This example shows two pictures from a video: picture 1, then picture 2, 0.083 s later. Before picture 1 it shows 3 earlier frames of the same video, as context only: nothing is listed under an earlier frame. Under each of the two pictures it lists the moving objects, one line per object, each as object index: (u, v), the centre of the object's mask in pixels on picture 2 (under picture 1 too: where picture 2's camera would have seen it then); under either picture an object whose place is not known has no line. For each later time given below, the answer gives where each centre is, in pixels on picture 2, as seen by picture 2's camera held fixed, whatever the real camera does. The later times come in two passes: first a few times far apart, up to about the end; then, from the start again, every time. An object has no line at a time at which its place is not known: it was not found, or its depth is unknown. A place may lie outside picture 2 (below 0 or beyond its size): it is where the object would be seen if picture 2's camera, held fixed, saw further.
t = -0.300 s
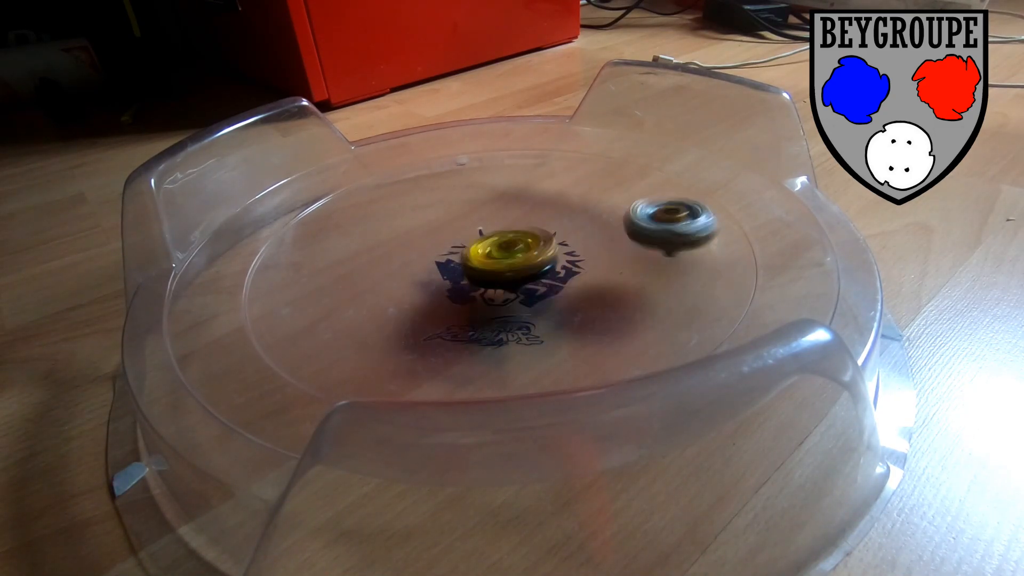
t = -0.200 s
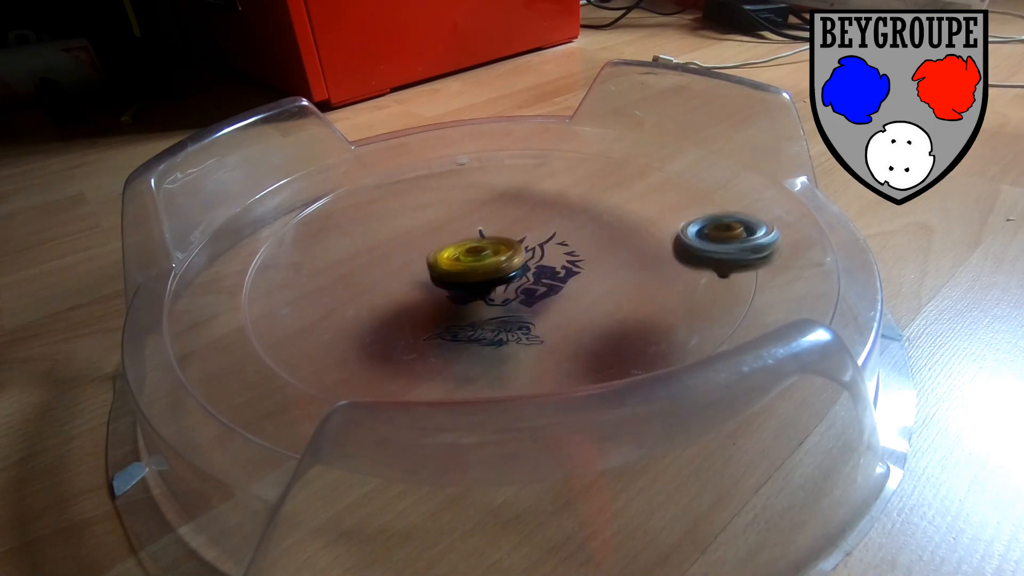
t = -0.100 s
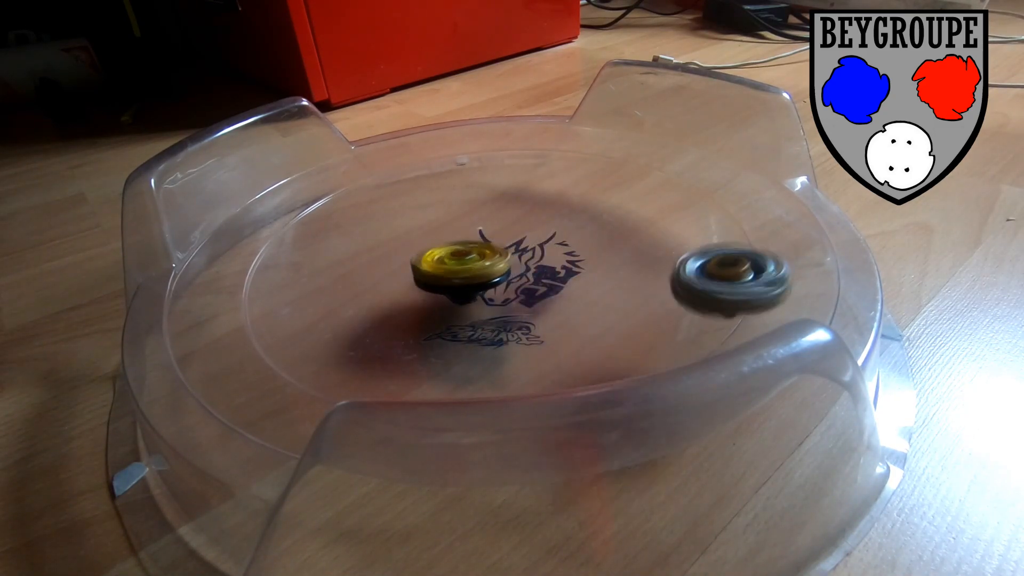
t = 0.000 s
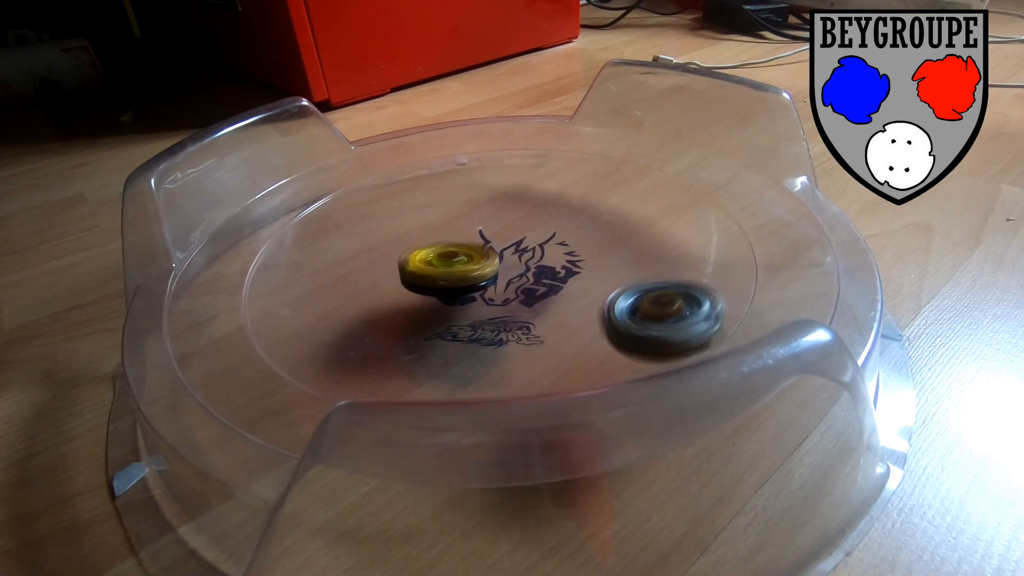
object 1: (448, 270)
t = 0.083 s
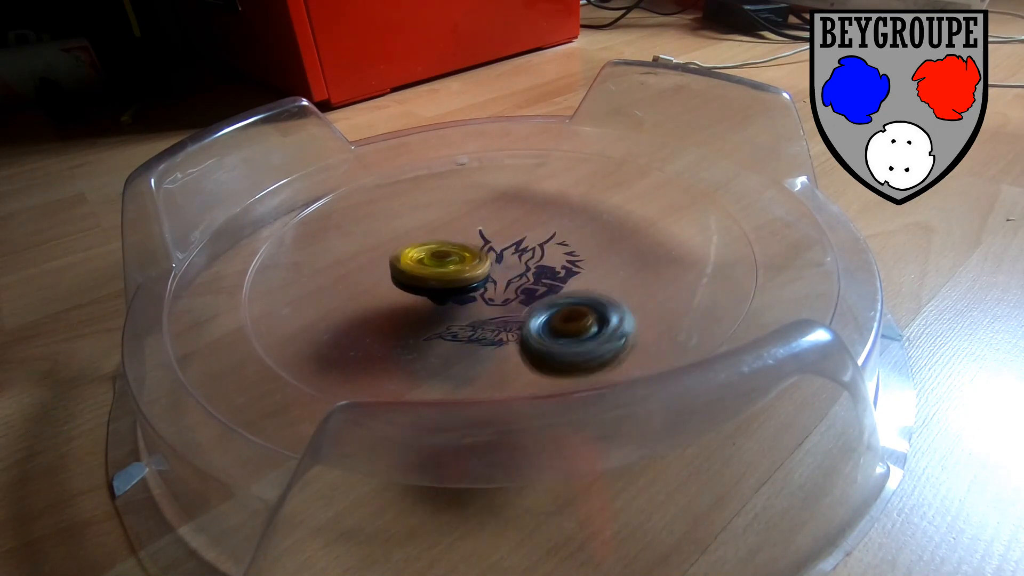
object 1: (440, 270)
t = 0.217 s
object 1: (425, 262)
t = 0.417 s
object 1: (419, 226)
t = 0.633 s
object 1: (446, 180)
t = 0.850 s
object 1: (502, 113)
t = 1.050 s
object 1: (541, 112)
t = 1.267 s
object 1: (561, 131)
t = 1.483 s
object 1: (571, 207)
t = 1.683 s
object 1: (563, 243)
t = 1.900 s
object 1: (522, 257)
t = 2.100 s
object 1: (462, 249)
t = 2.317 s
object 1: (406, 225)
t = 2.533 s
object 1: (414, 172)
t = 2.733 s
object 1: (423, 174)
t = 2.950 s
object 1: (461, 199)
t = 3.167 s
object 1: (546, 227)
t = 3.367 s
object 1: (558, 240)
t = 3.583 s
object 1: (536, 255)
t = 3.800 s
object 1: (480, 267)
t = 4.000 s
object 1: (441, 262)
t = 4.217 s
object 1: (436, 250)
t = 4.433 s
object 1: (438, 260)
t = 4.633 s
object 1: (463, 266)
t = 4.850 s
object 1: (484, 279)
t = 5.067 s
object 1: (493, 293)
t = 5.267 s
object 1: (493, 292)
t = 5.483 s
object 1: (483, 301)
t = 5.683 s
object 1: (495, 292)
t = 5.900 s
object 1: (530, 278)
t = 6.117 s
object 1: (559, 271)
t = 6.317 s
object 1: (571, 266)
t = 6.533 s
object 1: (570, 260)
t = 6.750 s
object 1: (566, 251)
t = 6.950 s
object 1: (567, 240)
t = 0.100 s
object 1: (438, 270)
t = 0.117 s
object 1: (437, 269)
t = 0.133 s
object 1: (435, 269)
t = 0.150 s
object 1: (434, 268)
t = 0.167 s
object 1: (433, 268)
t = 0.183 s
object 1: (430, 266)
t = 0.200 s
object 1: (429, 265)
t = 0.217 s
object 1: (425, 262)
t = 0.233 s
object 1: (427, 257)
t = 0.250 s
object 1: (425, 253)
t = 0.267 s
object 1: (424, 247)
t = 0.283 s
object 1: (423, 242)
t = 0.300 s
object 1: (423, 238)
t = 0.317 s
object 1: (423, 236)
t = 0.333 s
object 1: (422, 233)
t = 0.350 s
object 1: (422, 232)
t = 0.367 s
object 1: (421, 230)
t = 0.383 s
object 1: (420, 228)
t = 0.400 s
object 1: (420, 227)
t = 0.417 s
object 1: (419, 226)
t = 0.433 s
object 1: (419, 224)
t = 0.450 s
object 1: (419, 223)
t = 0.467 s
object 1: (418, 221)
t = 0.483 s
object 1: (419, 220)
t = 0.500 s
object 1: (419, 219)
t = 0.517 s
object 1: (419, 217)
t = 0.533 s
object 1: (420, 216)
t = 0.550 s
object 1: (421, 215)
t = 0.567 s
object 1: (422, 213)
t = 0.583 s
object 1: (423, 210)
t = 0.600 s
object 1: (430, 203)
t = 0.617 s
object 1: (438, 191)
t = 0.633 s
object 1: (446, 180)
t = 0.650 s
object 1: (452, 170)
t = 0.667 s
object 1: (458, 161)
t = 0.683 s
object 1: (465, 154)
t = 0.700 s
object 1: (469, 148)
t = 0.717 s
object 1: (474, 142)
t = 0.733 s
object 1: (478, 136)
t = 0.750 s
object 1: (481, 131)
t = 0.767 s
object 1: (484, 127)
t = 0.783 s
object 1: (487, 125)
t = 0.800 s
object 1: (491, 122)
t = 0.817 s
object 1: (494, 119)
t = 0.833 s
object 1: (498, 116)
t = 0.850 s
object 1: (502, 113)
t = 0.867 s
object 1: (506, 111)
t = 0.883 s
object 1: (509, 109)
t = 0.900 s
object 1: (513, 107)
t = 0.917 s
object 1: (516, 106)
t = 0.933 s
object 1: (519, 107)
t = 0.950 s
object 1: (522, 108)
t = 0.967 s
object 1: (526, 108)
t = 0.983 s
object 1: (529, 109)
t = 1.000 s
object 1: (533, 109)
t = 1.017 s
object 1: (536, 110)
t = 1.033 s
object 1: (539, 111)
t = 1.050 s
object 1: (541, 112)
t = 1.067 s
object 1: (543, 113)
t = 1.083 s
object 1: (545, 113)
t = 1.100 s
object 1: (546, 114)
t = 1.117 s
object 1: (548, 115)
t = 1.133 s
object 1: (550, 117)
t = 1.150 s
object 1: (551, 118)
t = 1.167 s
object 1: (553, 119)
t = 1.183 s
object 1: (554, 121)
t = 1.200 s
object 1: (555, 123)
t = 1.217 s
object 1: (557, 124)
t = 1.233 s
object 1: (558, 126)
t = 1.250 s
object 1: (560, 128)
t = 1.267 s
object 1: (561, 131)
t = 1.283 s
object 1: (561, 136)
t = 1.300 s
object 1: (561, 139)
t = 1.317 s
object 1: (563, 144)
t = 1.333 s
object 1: (563, 149)
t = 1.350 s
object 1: (564, 154)
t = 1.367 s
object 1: (564, 159)
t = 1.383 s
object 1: (564, 164)
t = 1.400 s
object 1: (564, 170)
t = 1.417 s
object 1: (565, 177)
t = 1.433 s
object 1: (566, 184)
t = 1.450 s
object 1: (567, 192)
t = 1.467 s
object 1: (569, 199)
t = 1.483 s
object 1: (571, 207)
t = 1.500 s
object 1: (573, 215)
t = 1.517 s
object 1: (577, 223)
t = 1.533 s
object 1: (580, 230)
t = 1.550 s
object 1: (584, 237)
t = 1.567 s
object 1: (587, 244)
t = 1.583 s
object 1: (587, 247)
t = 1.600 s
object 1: (583, 246)
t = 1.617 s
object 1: (578, 244)
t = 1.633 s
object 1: (574, 244)
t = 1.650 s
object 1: (570, 243)
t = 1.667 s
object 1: (567, 243)
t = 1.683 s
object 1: (563, 243)
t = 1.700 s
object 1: (560, 244)
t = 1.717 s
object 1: (558, 245)
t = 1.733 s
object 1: (556, 246)
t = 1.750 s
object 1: (554, 247)
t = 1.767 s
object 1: (551, 249)
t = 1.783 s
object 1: (549, 250)
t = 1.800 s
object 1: (546, 251)
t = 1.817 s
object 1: (542, 252)
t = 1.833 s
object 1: (539, 253)
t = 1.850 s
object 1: (535, 254)
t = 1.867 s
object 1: (531, 255)
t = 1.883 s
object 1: (527, 256)
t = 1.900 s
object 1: (522, 257)
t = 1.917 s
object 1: (518, 258)
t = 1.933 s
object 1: (513, 259)
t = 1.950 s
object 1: (507, 260)
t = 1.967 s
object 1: (501, 261)
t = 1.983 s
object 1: (496, 262)
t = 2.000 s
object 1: (490, 262)
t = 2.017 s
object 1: (484, 261)
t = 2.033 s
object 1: (481, 261)
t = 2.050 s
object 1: (475, 258)
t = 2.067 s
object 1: (471, 256)
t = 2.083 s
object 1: (467, 253)
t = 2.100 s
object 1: (462, 249)
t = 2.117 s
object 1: (458, 248)
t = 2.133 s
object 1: (453, 244)
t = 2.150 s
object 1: (447, 241)
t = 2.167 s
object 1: (442, 239)
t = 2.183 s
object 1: (435, 237)
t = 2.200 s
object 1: (428, 235)
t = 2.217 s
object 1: (421, 234)
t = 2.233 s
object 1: (416, 233)
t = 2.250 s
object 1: (412, 231)
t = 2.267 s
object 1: (409, 230)
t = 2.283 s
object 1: (407, 227)
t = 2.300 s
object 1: (407, 226)
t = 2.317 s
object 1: (406, 225)
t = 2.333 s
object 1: (408, 221)
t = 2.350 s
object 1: (412, 214)
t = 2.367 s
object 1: (414, 209)
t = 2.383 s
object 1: (416, 203)
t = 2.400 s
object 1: (418, 198)
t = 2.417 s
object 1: (418, 193)
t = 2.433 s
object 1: (418, 188)
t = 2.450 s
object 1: (417, 184)
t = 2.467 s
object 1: (416, 181)
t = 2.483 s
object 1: (416, 178)
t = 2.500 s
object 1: (415, 175)
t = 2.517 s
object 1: (414, 173)
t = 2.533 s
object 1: (414, 172)
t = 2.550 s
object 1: (414, 172)
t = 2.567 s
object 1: (414, 171)
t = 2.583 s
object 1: (415, 171)
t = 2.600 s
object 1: (415, 171)
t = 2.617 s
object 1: (416, 171)
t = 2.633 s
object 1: (416, 171)
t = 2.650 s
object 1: (417, 172)
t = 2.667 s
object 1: (418, 172)
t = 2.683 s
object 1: (419, 172)
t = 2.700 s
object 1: (420, 173)
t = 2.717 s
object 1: (421, 173)
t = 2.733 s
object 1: (423, 174)
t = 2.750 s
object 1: (424, 175)
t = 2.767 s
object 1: (426, 176)
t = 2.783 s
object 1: (427, 177)
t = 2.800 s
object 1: (429, 178)
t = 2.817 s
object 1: (431, 179)
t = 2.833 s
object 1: (433, 181)
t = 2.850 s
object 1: (435, 182)
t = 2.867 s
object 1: (437, 184)
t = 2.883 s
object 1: (441, 186)
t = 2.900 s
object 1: (445, 189)
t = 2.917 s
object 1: (449, 192)
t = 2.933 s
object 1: (455, 195)
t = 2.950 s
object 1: (461, 199)
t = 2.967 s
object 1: (468, 203)
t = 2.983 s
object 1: (475, 207)
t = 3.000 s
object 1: (482, 211)
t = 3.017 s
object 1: (491, 216)
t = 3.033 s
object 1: (499, 220)
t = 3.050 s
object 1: (508, 223)
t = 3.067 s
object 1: (516, 225)
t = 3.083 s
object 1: (524, 226)
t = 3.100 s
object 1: (529, 225)
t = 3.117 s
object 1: (535, 226)
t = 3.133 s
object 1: (540, 226)
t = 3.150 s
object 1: (544, 226)
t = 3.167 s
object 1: (546, 227)
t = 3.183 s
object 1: (548, 228)
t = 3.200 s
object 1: (549, 229)
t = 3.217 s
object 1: (551, 230)
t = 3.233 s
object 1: (552, 231)
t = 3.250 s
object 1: (553, 232)
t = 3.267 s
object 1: (555, 233)
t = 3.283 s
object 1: (556, 234)
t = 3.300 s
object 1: (556, 235)
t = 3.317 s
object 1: (557, 236)
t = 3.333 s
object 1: (558, 238)
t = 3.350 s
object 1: (558, 239)
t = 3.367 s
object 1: (558, 240)
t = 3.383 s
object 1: (559, 241)
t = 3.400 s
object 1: (559, 242)
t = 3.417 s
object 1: (558, 243)
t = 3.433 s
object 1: (554, 245)
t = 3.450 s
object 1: (552, 246)
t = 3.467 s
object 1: (550, 247)
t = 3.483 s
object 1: (549, 248)
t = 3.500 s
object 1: (548, 250)
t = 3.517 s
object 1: (546, 251)
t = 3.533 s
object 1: (544, 252)
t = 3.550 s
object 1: (542, 253)
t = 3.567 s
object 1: (539, 254)
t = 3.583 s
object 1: (536, 255)
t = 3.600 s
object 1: (532, 257)
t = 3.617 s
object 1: (529, 258)
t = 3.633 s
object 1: (525, 260)
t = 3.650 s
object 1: (521, 260)
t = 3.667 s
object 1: (518, 262)
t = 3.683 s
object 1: (514, 263)
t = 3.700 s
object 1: (509, 263)
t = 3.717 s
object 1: (505, 265)
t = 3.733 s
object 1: (499, 265)
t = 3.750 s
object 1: (495, 266)
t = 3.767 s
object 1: (489, 266)
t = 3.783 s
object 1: (484, 267)
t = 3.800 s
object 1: (480, 267)
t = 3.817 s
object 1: (475, 268)
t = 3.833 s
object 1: (471, 268)
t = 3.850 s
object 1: (466, 268)
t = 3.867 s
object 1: (462, 268)
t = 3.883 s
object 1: (458, 267)
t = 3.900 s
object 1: (455, 265)
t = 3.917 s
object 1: (452, 265)
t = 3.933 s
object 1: (449, 265)
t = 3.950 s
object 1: (446, 264)
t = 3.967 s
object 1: (444, 263)
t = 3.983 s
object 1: (442, 263)
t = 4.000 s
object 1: (441, 262)
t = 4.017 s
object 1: (439, 261)
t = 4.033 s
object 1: (437, 260)
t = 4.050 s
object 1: (436, 259)
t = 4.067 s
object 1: (435, 258)
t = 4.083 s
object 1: (434, 257)
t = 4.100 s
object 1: (434, 256)
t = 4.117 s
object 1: (434, 256)
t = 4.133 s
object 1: (434, 254)
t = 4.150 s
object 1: (434, 253)
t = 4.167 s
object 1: (434, 252)
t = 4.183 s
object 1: (435, 251)
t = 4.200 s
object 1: (435, 251)
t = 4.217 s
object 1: (436, 250)
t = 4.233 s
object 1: (437, 249)
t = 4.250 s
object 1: (439, 248)
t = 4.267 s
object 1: (440, 247)
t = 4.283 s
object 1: (442, 246)
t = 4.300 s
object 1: (443, 245)
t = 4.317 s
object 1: (444, 246)
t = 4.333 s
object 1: (440, 251)
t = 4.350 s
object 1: (437, 253)
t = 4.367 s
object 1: (436, 256)
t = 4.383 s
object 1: (435, 258)
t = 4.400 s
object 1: (435, 259)
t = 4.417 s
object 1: (436, 260)
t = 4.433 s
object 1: (438, 260)
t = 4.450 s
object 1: (439, 260)
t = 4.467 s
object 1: (441, 260)
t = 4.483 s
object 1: (444, 260)
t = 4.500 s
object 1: (447, 261)
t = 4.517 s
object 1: (448, 262)
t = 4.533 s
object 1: (450, 262)
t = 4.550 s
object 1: (454, 262)
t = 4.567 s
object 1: (455, 263)
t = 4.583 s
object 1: (457, 264)
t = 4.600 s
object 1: (459, 264)
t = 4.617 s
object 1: (461, 265)
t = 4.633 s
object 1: (463, 266)
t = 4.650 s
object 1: (464, 267)
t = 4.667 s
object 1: (466, 268)
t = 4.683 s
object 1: (467, 269)
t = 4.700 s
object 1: (469, 270)
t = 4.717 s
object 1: (471, 271)
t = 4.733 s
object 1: (473, 272)
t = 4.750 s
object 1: (475, 273)
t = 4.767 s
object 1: (477, 274)
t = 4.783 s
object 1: (479, 274)
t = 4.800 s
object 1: (480, 276)
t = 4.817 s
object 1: (481, 276)
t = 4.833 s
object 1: (482, 277)
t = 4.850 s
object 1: (484, 279)
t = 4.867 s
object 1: (485, 282)
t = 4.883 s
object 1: (486, 284)
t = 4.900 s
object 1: (488, 286)
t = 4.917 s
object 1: (490, 287)
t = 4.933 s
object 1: (490, 288)
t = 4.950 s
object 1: (490, 289)
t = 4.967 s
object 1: (491, 290)
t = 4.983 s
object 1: (492, 291)
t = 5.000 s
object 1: (492, 291)
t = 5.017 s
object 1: (492, 292)
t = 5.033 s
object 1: (493, 292)
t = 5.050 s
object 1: (493, 292)
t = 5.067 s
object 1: (493, 293)
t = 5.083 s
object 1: (493, 293)
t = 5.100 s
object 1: (493, 293)
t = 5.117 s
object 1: (494, 294)
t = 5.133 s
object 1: (493, 294)
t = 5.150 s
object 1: (493, 294)
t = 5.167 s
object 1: (493, 294)
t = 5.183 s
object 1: (493, 294)
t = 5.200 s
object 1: (493, 293)
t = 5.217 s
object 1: (493, 293)
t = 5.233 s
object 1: (493, 293)
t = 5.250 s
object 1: (493, 292)
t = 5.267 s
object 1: (493, 292)
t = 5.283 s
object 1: (493, 291)
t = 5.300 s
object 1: (493, 291)
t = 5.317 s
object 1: (494, 290)
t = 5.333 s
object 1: (494, 289)
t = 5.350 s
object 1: (493, 289)
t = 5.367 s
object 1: (491, 292)
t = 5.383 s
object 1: (489, 296)
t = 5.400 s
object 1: (486, 300)
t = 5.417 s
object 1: (484, 301)
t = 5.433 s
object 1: (482, 302)
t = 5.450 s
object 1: (481, 302)
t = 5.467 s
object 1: (482, 302)
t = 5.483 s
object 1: (483, 301)
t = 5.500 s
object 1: (484, 300)
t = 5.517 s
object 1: (486, 299)
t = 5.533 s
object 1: (486, 299)
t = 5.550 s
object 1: (486, 299)
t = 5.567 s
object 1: (487, 298)
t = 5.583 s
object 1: (489, 297)
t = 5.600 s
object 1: (490, 296)
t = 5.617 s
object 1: (490, 296)
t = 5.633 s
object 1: (491, 295)
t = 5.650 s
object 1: (494, 295)
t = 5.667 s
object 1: (494, 294)
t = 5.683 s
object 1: (495, 292)
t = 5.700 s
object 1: (497, 292)
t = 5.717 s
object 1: (499, 292)
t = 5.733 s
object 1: (501, 289)
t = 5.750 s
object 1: (503, 288)
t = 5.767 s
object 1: (506, 287)
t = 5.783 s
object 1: (509, 284)
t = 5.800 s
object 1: (511, 282)
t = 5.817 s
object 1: (513, 280)
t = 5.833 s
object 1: (517, 278)
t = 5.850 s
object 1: (520, 275)
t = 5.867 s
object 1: (522, 273)
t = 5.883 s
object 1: (526, 277)
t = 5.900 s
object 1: (530, 278)
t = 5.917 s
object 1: (535, 278)
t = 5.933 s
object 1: (539, 277)
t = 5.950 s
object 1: (542, 277)
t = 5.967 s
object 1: (544, 276)
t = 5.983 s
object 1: (546, 275)
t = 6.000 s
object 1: (548, 276)
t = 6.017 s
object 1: (550, 275)
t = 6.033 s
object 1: (551, 274)
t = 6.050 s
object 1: (553, 273)
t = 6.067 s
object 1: (556, 273)
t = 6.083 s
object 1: (557, 272)
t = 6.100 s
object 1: (558, 272)
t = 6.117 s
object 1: (559, 271)
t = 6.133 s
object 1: (560, 270)
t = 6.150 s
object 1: (562, 270)
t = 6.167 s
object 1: (563, 270)
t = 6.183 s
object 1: (564, 269)
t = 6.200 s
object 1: (565, 269)
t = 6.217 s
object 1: (567, 269)
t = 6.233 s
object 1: (567, 268)
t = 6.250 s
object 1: (567, 268)
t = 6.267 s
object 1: (568, 267)
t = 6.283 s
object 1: (569, 267)
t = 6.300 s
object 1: (570, 266)
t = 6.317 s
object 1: (571, 266)
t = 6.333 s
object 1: (571, 266)
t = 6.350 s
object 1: (571, 265)
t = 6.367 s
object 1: (571, 265)
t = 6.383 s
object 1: (572, 265)
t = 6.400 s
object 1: (571, 264)
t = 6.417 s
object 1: (572, 264)
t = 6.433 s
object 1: (572, 263)
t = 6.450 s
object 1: (572, 263)
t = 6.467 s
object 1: (571, 263)
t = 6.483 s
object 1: (571, 262)
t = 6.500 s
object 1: (571, 262)
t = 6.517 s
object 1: (570, 261)
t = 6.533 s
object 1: (570, 260)
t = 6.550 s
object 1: (570, 260)
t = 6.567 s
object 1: (569, 259)
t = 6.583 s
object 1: (570, 258)
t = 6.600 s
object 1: (569, 258)
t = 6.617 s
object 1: (568, 257)
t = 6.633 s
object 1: (568, 256)
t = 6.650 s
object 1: (568, 255)
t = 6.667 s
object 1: (568, 254)
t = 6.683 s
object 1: (567, 254)
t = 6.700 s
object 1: (567, 253)
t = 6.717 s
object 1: (567, 252)
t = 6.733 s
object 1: (567, 251)
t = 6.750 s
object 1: (566, 251)
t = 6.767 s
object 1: (566, 250)
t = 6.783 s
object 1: (566, 248)
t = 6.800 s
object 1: (566, 248)
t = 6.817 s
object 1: (566, 247)
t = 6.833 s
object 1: (565, 246)
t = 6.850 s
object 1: (566, 245)
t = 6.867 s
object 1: (567, 245)
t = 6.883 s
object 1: (566, 244)
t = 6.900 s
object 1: (566, 243)
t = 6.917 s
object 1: (566, 242)
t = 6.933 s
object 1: (566, 241)
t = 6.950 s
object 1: (567, 240)
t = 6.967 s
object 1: (567, 240)
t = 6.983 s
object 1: (567, 238)
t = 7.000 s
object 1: (567, 237)
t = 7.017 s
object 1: (568, 237)
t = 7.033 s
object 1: (568, 236)
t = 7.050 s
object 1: (570, 235)
